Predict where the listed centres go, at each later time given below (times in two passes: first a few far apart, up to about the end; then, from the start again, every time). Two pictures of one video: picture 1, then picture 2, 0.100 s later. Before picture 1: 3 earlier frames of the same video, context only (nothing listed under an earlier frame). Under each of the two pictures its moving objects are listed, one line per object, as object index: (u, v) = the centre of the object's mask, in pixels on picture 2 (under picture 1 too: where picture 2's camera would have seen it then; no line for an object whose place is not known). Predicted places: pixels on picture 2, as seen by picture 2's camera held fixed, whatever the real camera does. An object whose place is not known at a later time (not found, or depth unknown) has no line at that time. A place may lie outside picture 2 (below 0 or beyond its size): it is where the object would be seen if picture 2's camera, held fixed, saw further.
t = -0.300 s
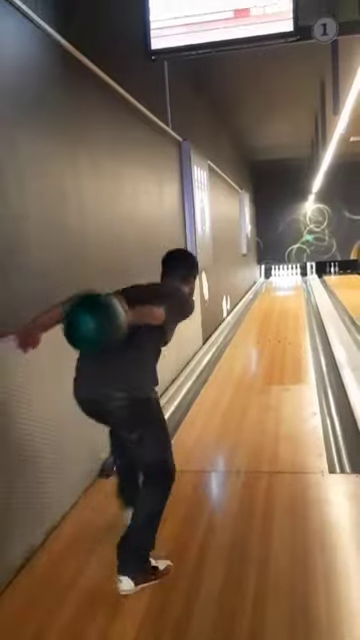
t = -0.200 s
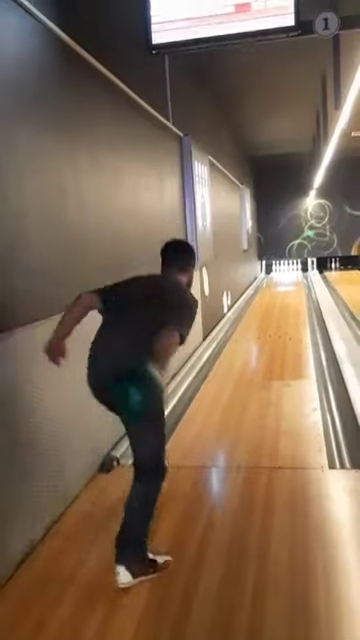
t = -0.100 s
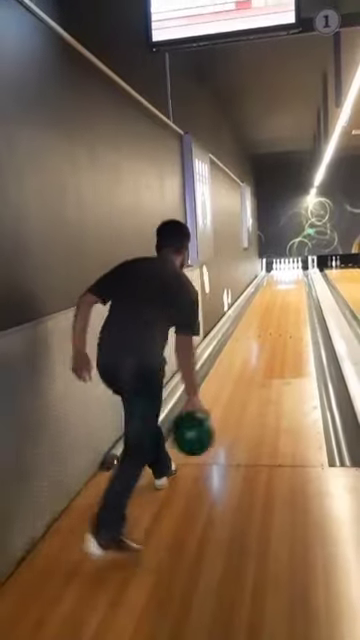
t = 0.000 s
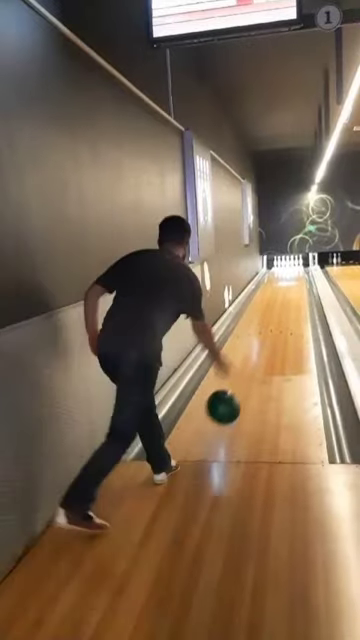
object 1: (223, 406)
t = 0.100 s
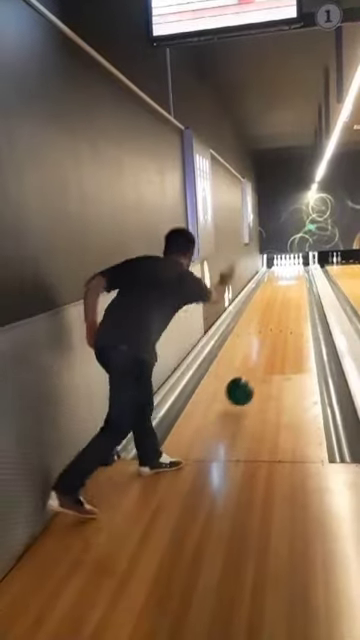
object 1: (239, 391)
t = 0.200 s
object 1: (250, 371)
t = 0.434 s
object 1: (265, 333)
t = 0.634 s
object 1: (272, 313)
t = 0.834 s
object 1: (277, 300)
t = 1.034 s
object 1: (281, 290)
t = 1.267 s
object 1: (284, 281)
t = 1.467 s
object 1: (286, 276)
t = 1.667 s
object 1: (287, 272)
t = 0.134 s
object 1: (243, 390)
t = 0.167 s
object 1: (247, 379)
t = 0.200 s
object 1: (250, 371)
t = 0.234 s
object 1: (252, 364)
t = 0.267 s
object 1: (255, 359)
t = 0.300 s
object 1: (257, 353)
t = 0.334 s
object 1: (259, 348)
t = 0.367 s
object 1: (261, 342)
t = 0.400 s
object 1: (263, 337)
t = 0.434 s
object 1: (265, 333)
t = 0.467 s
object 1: (266, 329)
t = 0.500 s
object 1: (267, 326)
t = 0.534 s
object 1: (269, 323)
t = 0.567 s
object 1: (270, 319)
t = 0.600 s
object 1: (271, 316)
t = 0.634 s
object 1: (272, 313)
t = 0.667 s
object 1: (273, 311)
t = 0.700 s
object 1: (274, 308)
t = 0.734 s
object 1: (275, 306)
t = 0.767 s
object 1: (276, 304)
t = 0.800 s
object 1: (276, 302)
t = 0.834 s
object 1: (277, 300)
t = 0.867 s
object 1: (278, 298)
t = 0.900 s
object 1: (278, 296)
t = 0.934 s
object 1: (279, 295)
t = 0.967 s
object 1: (280, 293)
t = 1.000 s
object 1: (280, 292)
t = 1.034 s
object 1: (281, 290)
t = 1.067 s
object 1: (281, 289)
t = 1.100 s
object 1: (282, 287)
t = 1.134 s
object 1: (282, 286)
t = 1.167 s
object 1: (282, 285)
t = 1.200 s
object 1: (283, 284)
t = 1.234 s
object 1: (283, 283)
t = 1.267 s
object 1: (284, 281)
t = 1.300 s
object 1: (284, 280)
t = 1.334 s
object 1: (284, 279)
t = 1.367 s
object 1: (285, 278)
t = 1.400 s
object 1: (285, 278)
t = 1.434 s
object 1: (285, 277)
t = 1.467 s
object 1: (286, 276)
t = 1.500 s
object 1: (286, 276)
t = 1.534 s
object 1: (286, 275)
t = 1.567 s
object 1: (287, 274)
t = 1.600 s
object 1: (287, 273)
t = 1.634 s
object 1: (287, 273)
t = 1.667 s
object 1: (287, 272)
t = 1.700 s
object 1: (288, 272)
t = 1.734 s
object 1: (288, 271)
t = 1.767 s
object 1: (288, 270)
